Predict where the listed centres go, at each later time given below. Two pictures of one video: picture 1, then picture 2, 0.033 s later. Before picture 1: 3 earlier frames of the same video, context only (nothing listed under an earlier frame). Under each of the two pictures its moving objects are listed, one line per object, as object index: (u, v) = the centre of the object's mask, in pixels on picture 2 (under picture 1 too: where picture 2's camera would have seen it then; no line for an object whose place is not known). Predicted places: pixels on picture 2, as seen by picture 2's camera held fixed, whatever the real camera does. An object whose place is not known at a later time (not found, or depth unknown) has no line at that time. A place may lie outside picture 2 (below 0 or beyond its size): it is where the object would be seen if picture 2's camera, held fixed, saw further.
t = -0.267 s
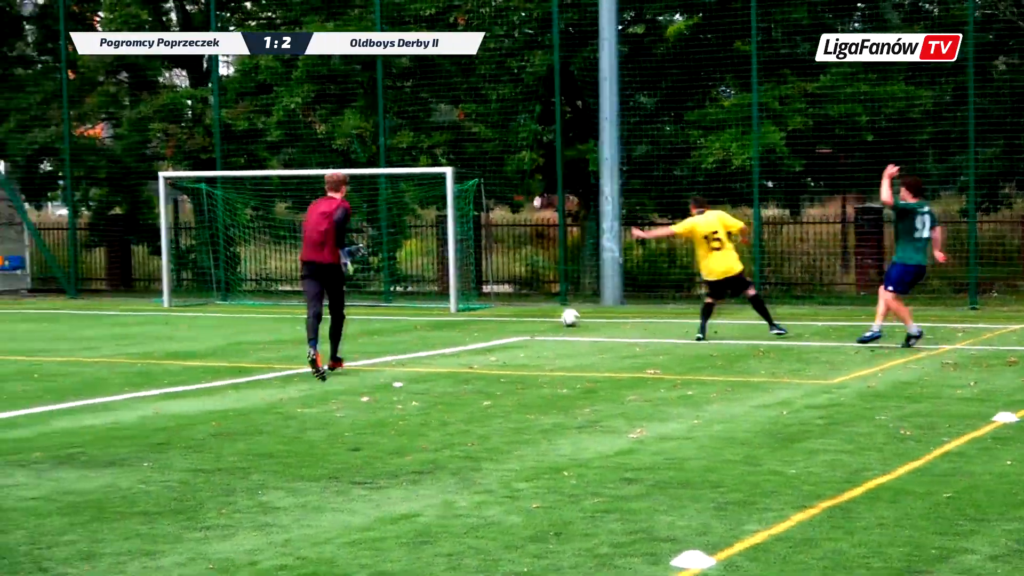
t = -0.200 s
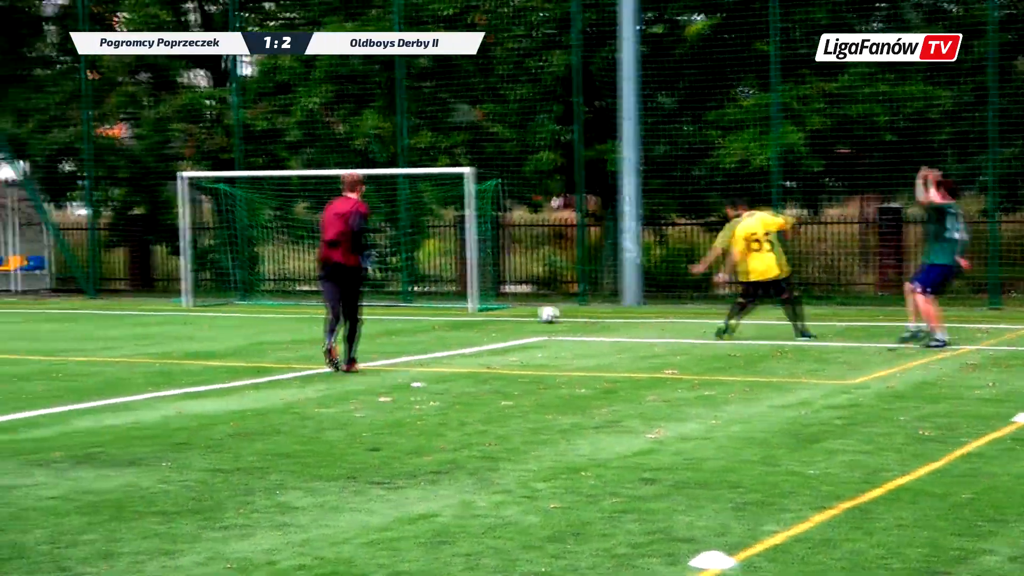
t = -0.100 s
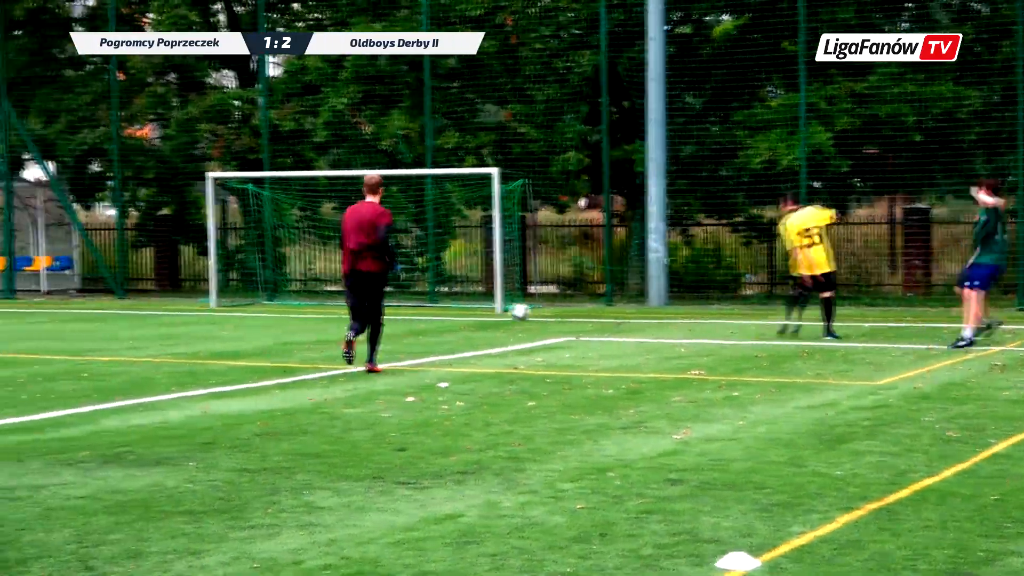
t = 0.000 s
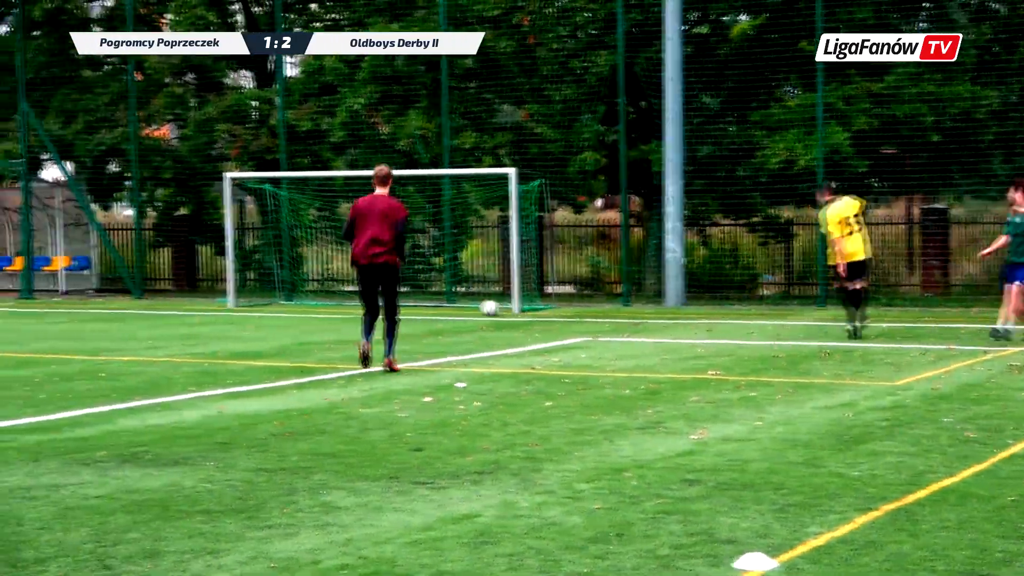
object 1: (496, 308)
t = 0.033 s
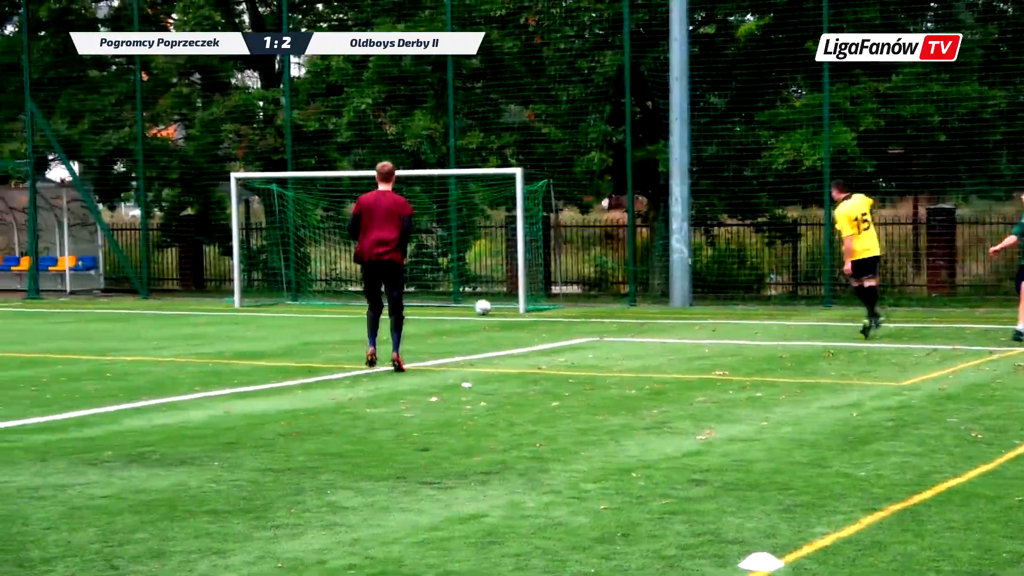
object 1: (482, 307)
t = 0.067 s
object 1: (467, 306)
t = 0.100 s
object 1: (456, 305)
